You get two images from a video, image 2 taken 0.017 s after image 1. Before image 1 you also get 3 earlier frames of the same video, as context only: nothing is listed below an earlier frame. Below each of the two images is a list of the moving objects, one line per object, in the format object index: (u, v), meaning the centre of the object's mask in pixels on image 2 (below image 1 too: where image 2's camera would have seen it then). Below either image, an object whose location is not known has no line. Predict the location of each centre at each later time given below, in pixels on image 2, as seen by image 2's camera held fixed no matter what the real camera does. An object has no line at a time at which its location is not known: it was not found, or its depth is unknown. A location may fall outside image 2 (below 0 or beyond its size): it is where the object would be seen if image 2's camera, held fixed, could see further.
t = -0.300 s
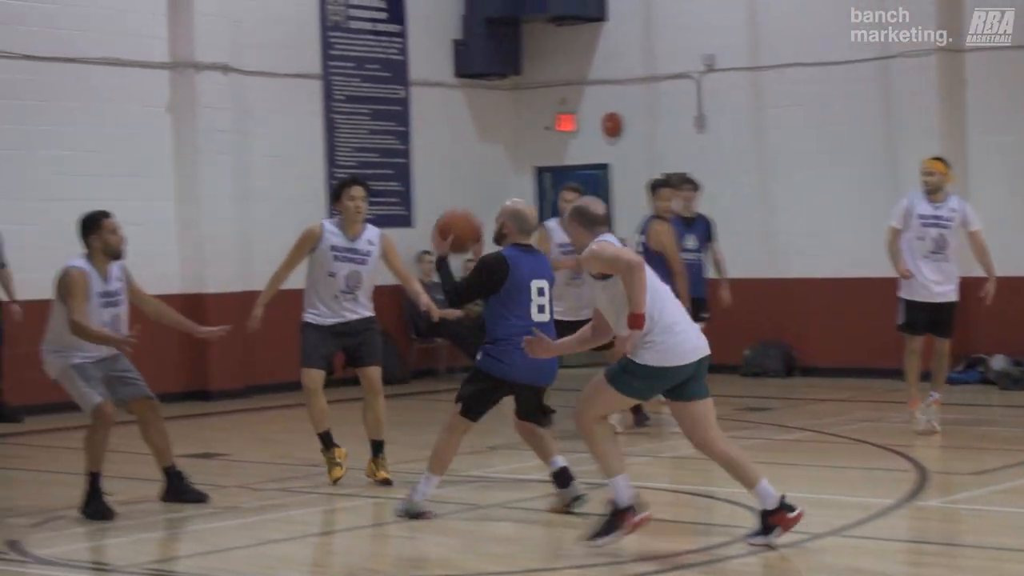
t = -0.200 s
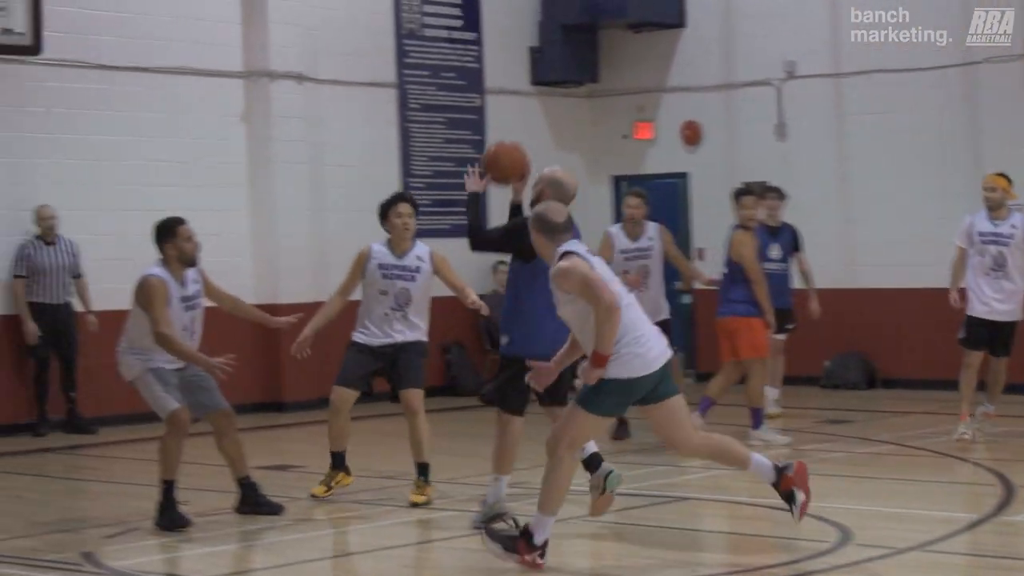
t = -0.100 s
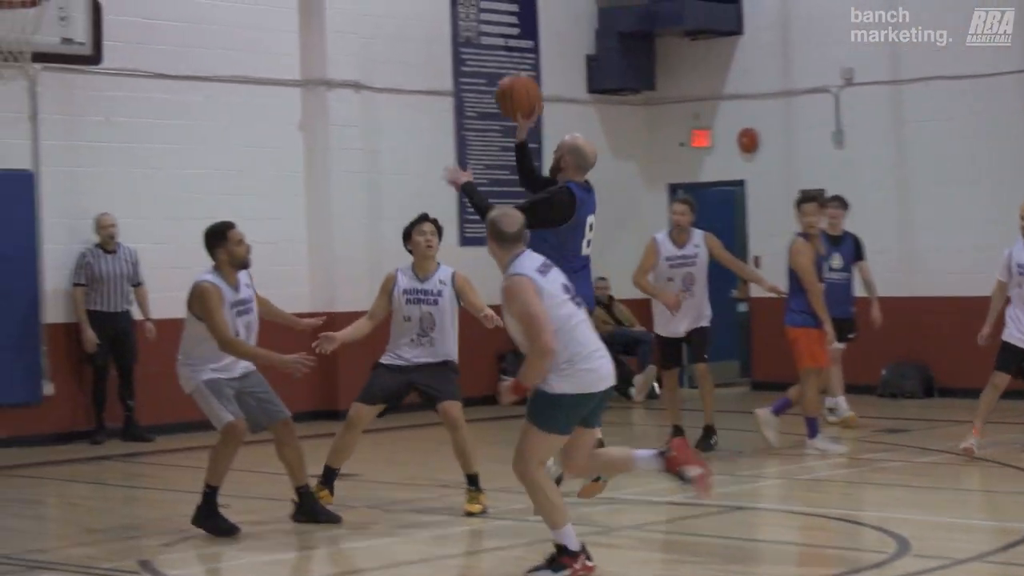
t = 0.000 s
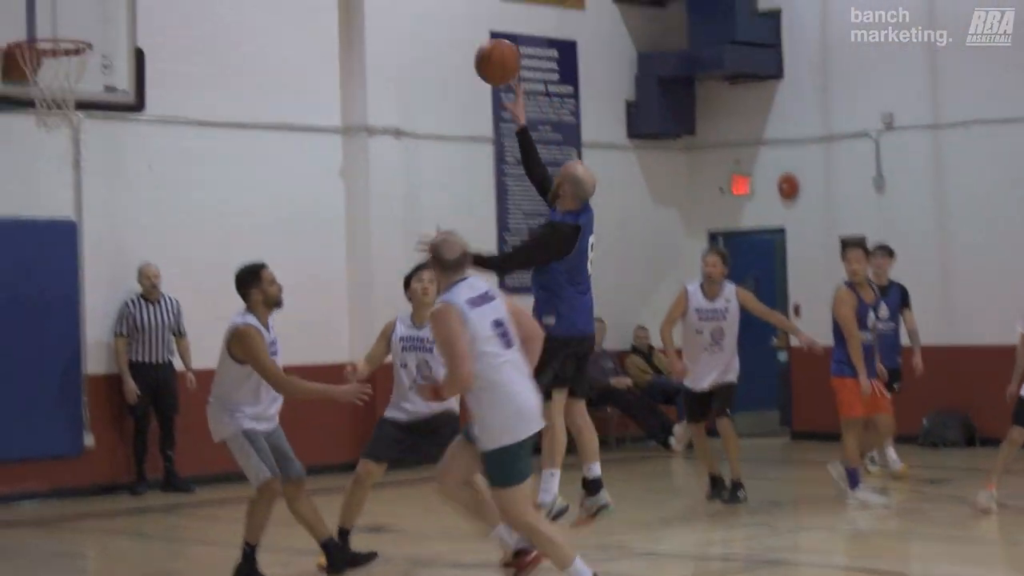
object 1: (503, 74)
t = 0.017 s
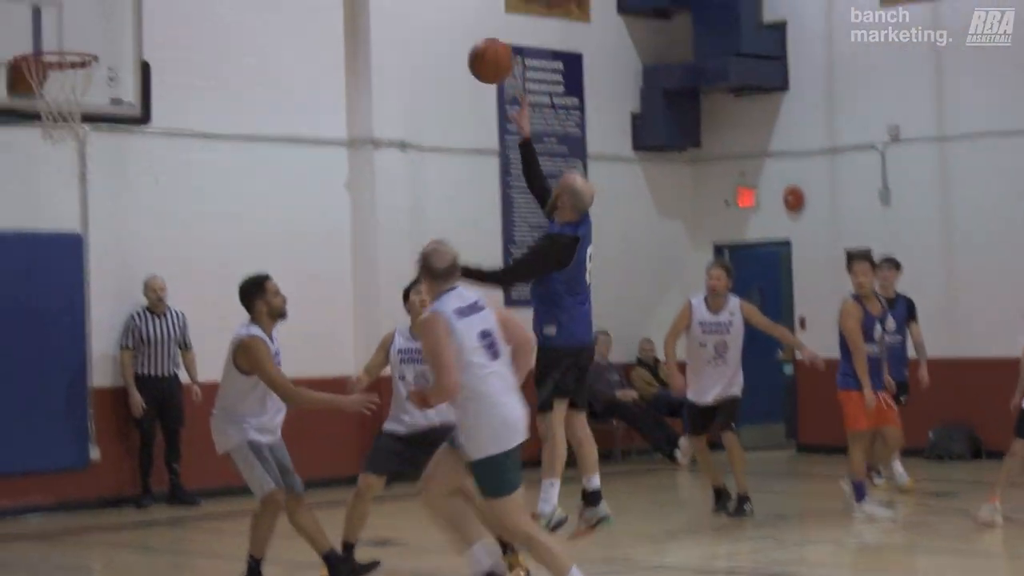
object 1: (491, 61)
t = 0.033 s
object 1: (478, 47)
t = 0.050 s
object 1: (467, 35)
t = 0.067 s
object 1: (456, 24)
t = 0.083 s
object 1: (444, 13)
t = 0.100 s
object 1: (433, 2)
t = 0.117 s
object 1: (421, -8)
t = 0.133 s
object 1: (410, -17)
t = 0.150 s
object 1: (399, -25)
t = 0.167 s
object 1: (388, -33)
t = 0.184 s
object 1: (377, -40)
